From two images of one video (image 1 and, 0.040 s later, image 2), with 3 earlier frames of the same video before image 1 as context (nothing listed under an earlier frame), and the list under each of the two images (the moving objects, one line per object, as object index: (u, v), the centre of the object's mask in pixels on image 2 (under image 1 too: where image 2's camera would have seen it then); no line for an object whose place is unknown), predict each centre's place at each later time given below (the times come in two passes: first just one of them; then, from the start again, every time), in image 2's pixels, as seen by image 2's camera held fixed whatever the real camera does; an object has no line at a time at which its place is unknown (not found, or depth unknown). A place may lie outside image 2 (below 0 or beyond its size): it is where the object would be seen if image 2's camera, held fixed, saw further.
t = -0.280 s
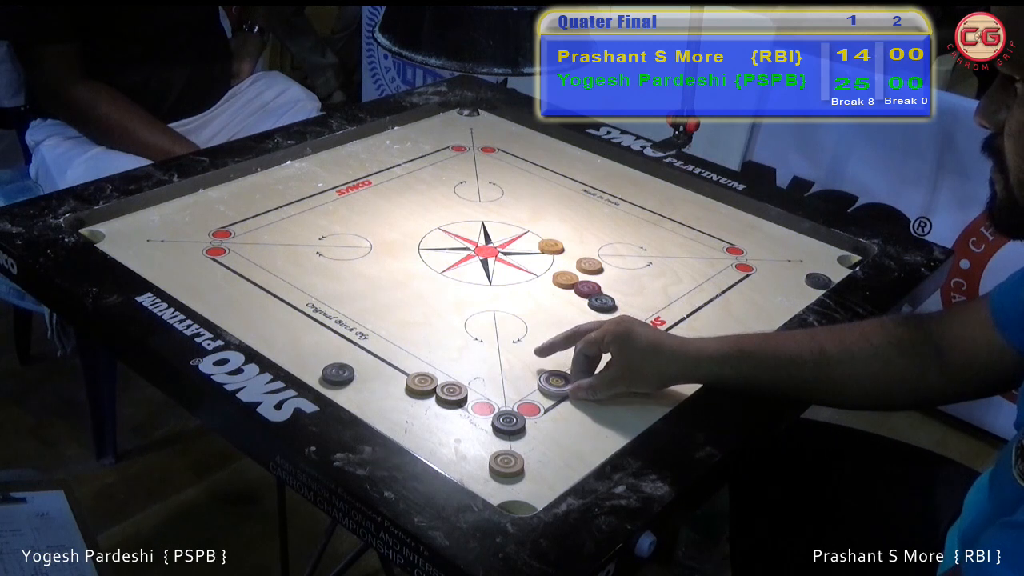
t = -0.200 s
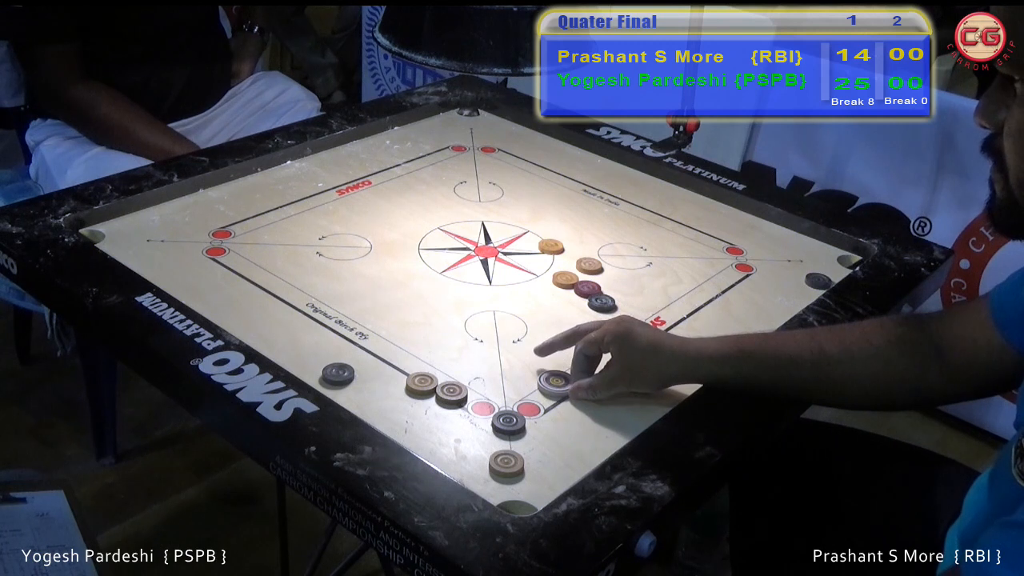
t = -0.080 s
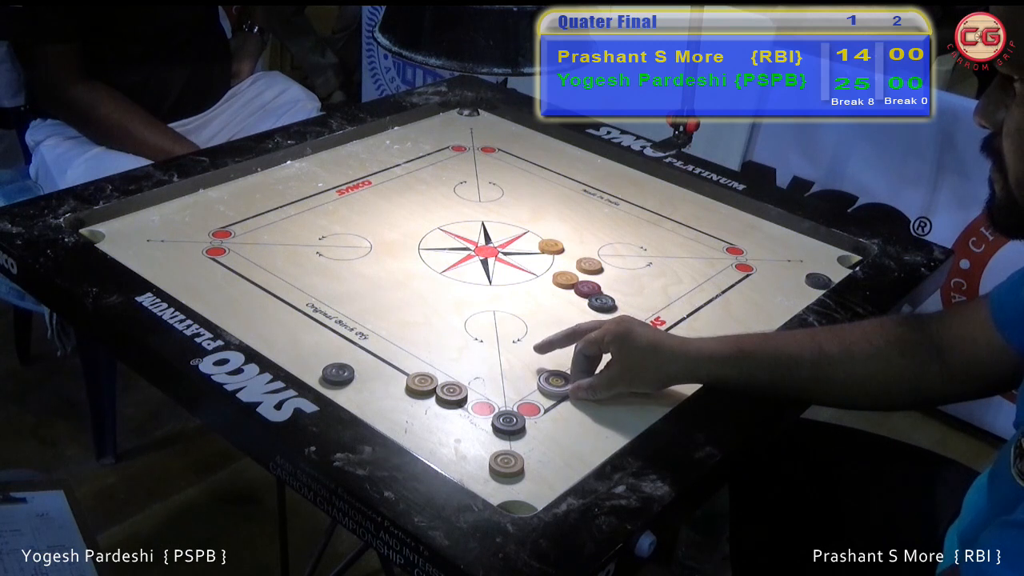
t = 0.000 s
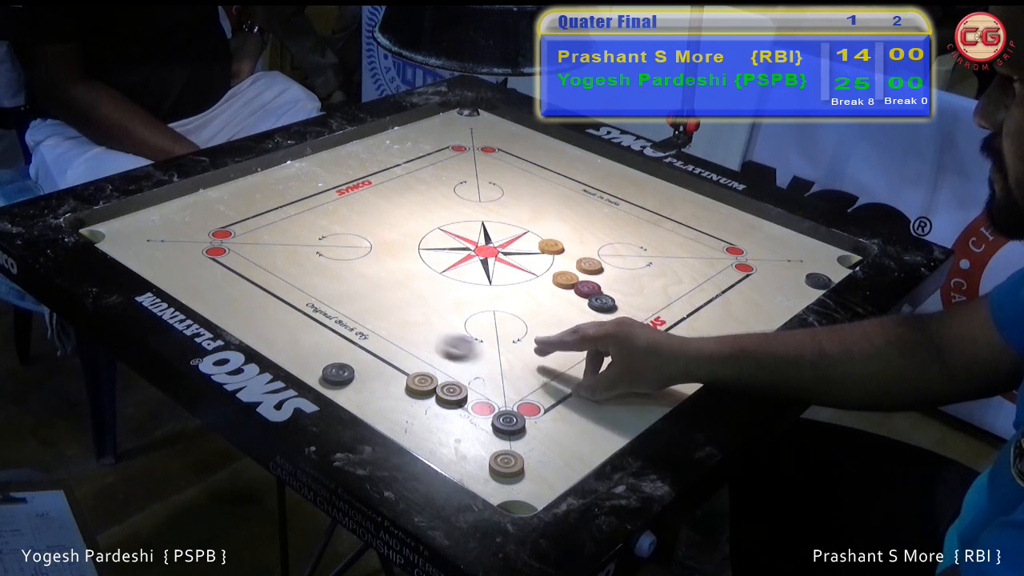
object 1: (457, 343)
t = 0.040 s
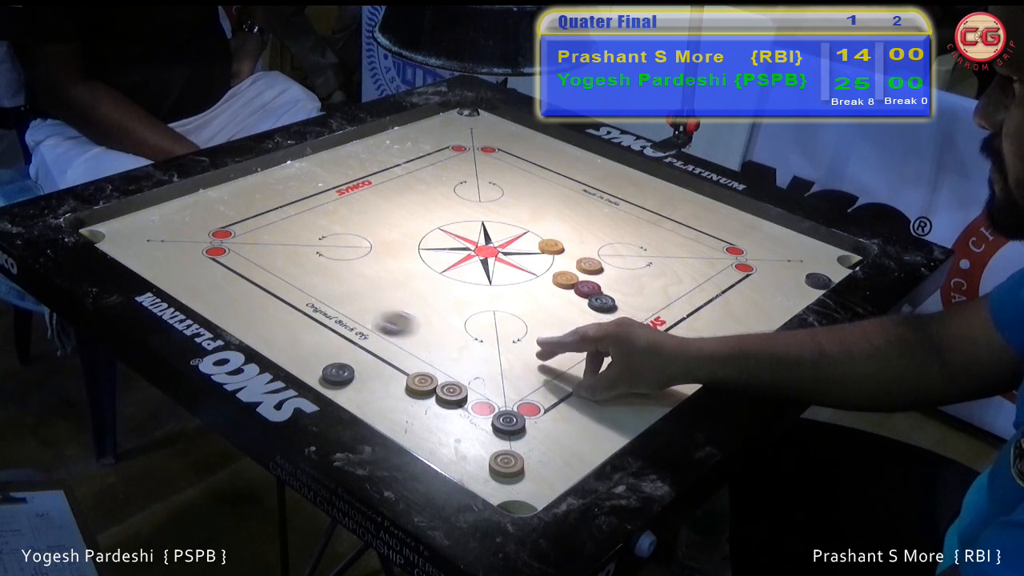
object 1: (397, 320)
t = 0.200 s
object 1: (189, 239)
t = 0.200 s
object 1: (189, 239)
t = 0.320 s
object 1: (166, 244)
